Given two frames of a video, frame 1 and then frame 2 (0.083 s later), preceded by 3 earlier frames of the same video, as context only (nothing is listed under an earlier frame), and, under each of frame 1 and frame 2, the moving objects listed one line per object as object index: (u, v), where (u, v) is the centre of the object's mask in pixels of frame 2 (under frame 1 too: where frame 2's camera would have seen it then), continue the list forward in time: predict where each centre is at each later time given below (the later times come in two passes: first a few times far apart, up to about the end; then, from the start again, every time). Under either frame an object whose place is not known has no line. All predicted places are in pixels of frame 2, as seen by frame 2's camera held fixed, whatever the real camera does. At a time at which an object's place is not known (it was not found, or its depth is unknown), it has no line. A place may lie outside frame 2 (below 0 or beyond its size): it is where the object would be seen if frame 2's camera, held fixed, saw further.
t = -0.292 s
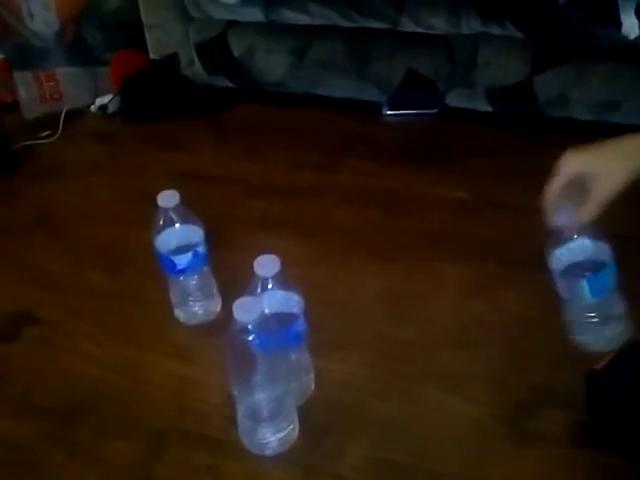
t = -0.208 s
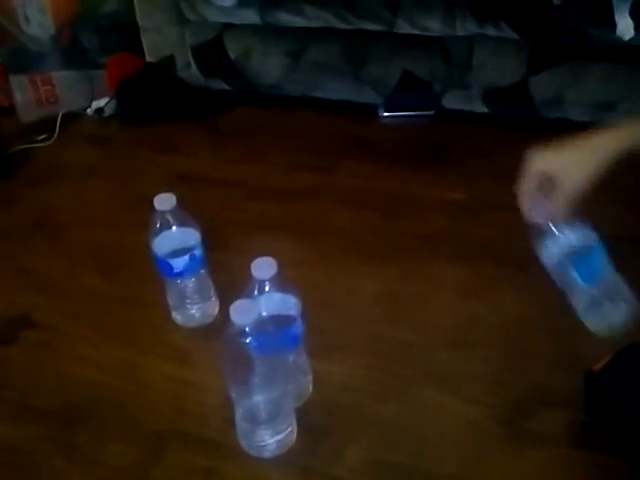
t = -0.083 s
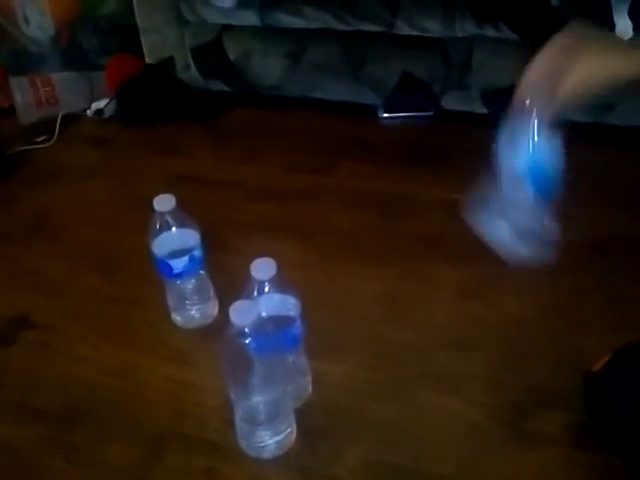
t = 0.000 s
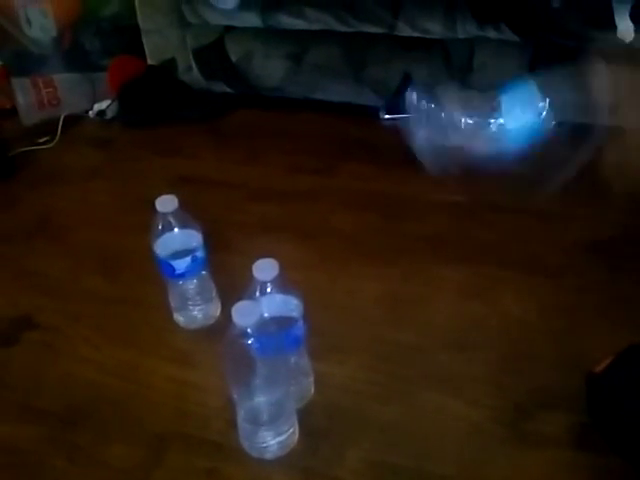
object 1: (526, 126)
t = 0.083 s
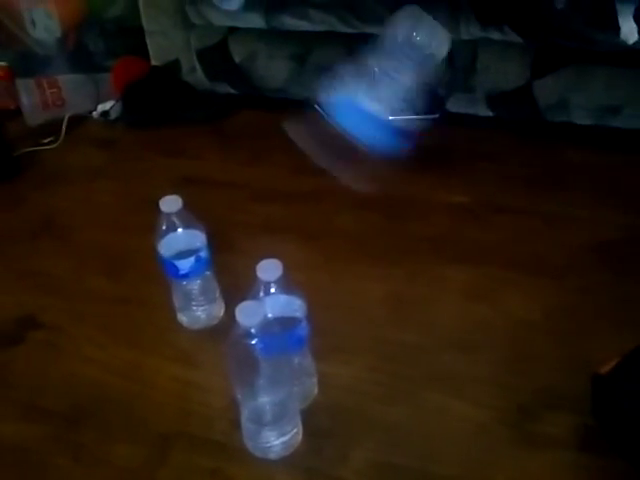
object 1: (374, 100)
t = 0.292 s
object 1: (273, 157)
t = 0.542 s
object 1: (230, 245)
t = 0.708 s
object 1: (229, 245)
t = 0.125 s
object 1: (341, 67)
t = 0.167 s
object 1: (325, 64)
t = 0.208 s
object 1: (313, 81)
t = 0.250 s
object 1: (288, 114)
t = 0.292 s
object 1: (273, 157)
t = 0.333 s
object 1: (254, 191)
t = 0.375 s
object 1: (246, 231)
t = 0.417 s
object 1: (244, 238)
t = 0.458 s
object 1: (236, 241)
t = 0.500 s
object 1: (230, 243)
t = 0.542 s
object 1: (230, 245)
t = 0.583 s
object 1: (229, 245)
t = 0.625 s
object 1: (229, 245)
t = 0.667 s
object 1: (229, 245)
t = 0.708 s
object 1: (229, 245)
